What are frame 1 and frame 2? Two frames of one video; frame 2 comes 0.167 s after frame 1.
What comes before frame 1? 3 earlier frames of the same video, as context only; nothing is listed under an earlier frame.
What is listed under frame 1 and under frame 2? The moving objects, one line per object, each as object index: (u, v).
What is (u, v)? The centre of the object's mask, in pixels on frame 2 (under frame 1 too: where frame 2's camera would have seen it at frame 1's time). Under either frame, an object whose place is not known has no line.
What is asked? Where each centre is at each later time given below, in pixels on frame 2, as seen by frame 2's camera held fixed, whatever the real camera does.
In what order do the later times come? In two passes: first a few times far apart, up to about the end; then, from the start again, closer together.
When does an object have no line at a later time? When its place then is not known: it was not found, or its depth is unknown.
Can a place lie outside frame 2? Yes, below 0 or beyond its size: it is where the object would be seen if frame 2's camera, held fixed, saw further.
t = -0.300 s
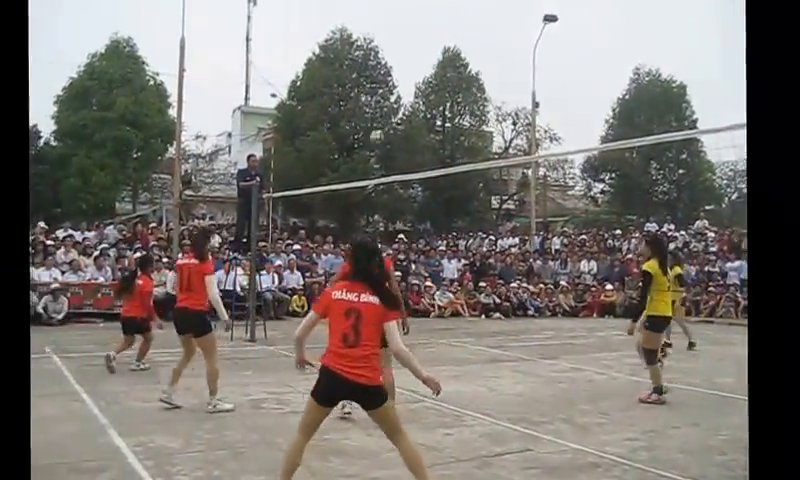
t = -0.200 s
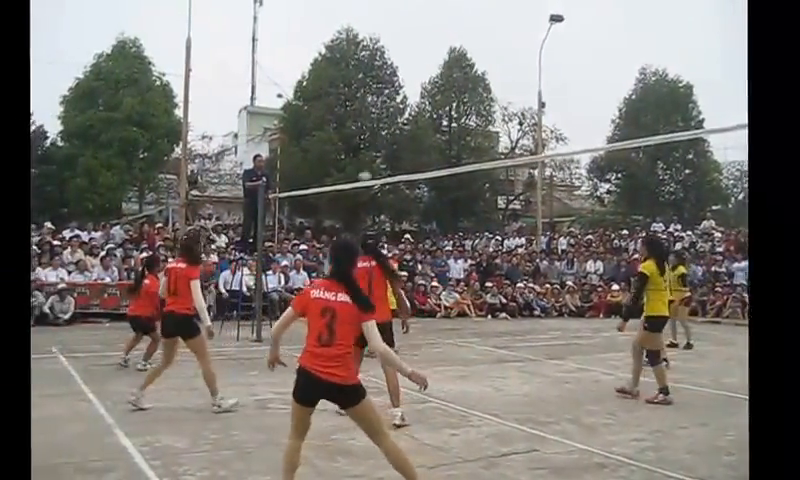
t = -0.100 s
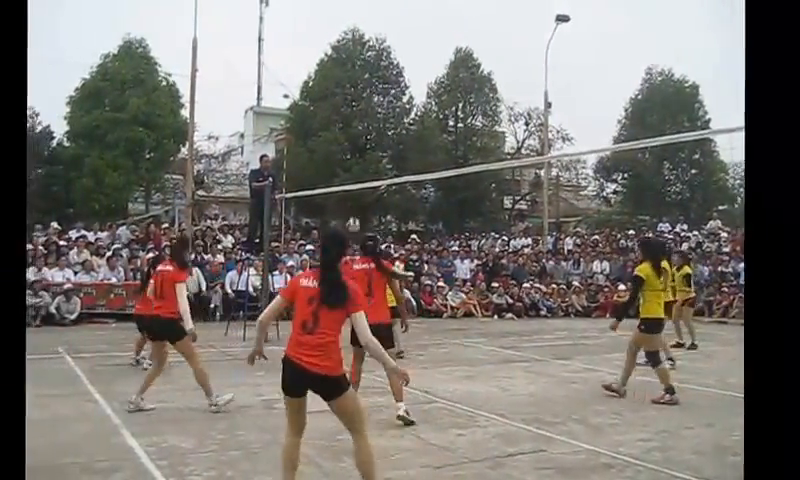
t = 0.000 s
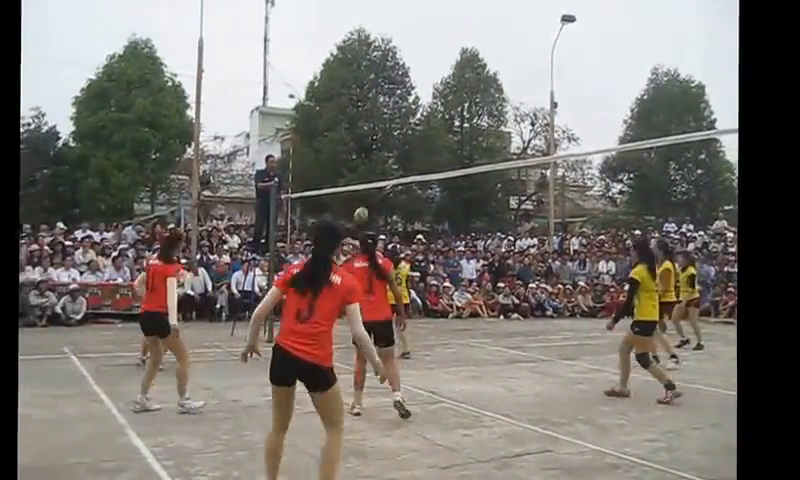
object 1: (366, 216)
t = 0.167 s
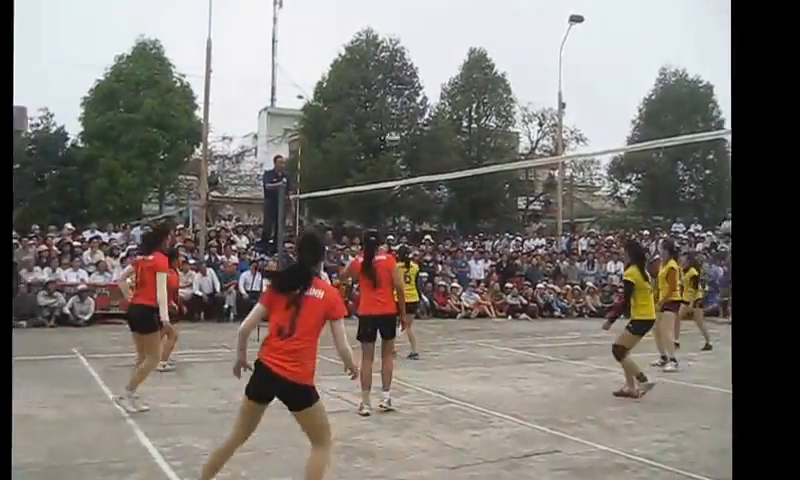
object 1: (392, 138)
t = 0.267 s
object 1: (407, 99)
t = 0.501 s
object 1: (445, 36)
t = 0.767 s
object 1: (486, 5)
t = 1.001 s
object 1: (523, 17)
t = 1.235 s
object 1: (565, 77)
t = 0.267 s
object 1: (407, 99)
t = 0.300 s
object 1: (413, 88)
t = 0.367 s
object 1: (425, 70)
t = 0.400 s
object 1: (429, 61)
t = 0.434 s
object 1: (434, 52)
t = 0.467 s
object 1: (440, 43)
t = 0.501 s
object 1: (445, 36)
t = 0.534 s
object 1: (450, 30)
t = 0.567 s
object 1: (455, 24)
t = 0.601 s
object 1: (459, 19)
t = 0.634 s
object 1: (464, 14)
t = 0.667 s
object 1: (470, 10)
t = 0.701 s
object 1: (475, 7)
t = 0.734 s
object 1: (480, 5)
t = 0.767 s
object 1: (486, 5)
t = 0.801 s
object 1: (491, 5)
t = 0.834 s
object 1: (496, 5)
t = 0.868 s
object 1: (501, 5)
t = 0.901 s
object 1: (507, 6)
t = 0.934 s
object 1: (512, 9)
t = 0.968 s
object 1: (517, 12)
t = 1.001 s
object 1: (523, 17)
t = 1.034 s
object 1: (529, 22)
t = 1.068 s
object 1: (536, 28)
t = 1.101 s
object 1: (542, 36)
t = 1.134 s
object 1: (548, 45)
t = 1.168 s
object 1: (554, 54)
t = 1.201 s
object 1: (559, 65)
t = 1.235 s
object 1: (565, 77)
